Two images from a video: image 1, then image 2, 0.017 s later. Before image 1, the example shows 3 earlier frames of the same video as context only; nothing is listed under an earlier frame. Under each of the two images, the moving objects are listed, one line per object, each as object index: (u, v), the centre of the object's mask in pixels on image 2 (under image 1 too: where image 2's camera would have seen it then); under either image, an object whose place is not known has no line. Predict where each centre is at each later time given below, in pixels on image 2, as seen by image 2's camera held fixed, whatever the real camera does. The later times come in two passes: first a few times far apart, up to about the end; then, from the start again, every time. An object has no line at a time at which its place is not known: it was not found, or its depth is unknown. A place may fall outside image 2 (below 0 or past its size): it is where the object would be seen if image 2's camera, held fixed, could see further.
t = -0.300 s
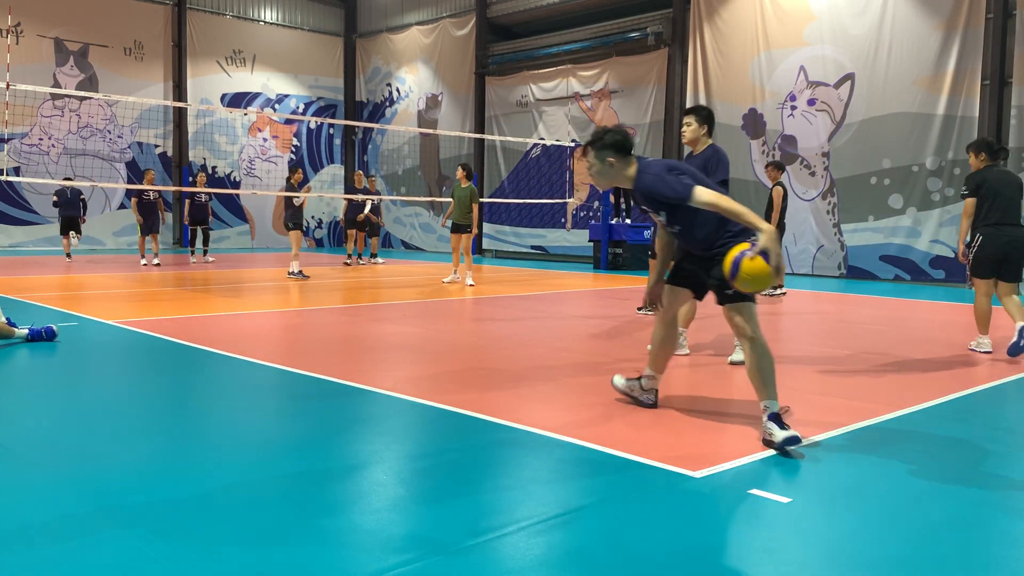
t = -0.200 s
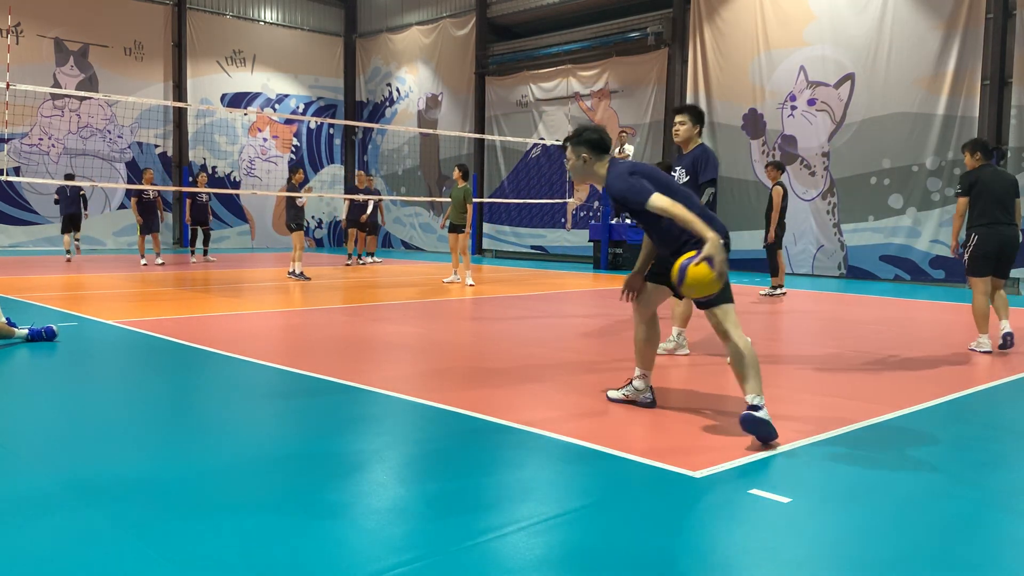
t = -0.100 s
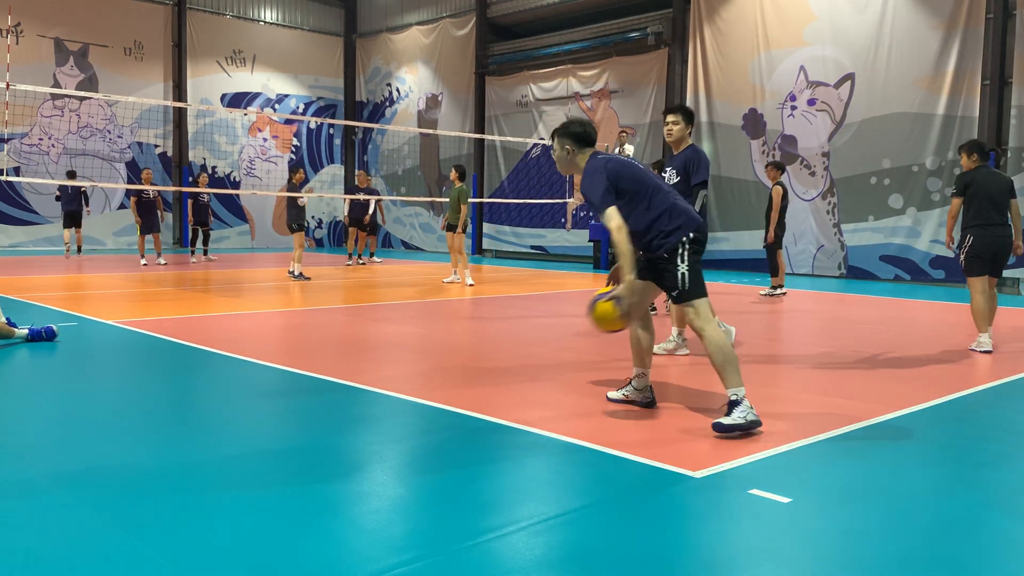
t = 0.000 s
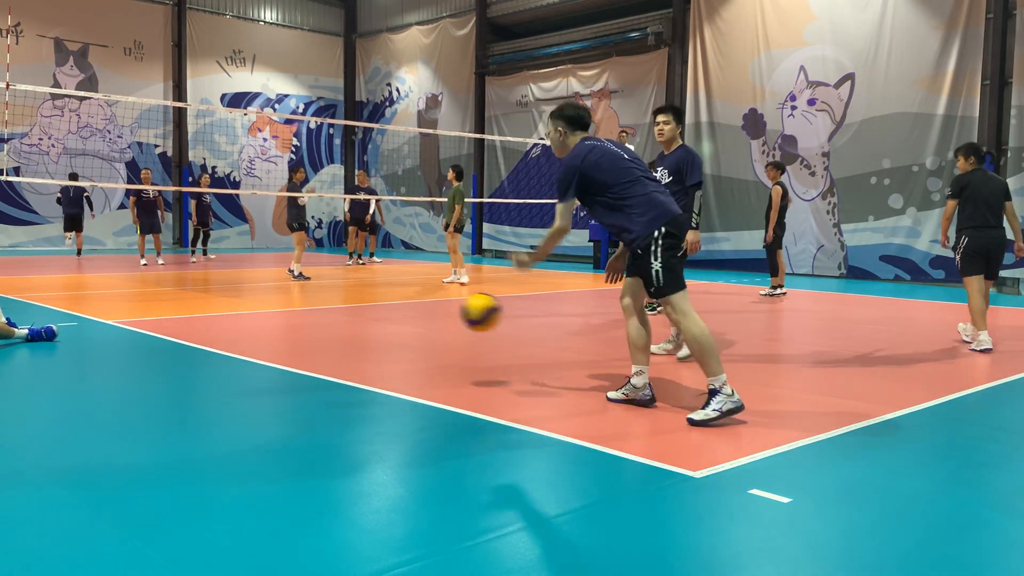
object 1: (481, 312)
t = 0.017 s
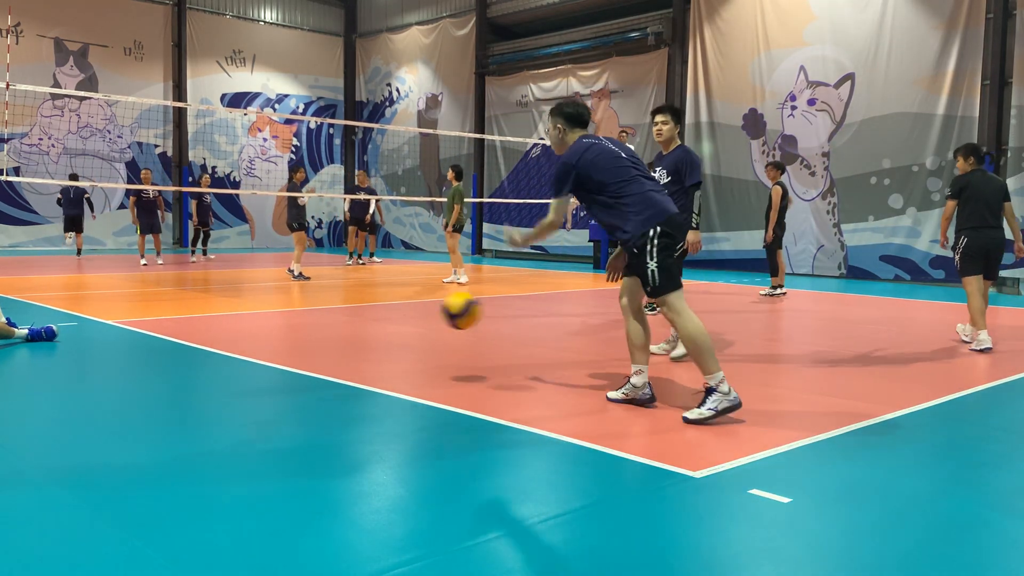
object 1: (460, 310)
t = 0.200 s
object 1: (298, 326)
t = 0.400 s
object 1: (222, 279)
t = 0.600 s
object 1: (169, 279)
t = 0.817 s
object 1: (127, 272)
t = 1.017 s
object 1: (96, 266)
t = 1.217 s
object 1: (71, 267)
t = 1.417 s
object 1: (49, 264)
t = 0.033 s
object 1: (442, 309)
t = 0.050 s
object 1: (424, 309)
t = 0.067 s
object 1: (407, 310)
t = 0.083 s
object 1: (391, 310)
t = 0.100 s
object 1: (376, 311)
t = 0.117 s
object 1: (362, 312)
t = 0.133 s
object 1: (348, 314)
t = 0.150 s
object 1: (335, 316)
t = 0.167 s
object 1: (321, 319)
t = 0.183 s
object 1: (309, 322)
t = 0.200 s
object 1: (298, 326)
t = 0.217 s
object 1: (287, 329)
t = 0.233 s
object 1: (280, 324)
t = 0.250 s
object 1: (273, 317)
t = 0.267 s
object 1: (267, 311)
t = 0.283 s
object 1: (261, 305)
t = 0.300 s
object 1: (254, 300)
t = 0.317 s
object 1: (249, 295)
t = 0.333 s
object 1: (243, 291)
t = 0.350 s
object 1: (238, 287)
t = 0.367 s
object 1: (233, 285)
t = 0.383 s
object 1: (227, 281)
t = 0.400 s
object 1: (222, 279)
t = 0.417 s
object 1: (217, 277)
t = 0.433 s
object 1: (212, 275)
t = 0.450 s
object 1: (208, 274)
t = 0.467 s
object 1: (203, 273)
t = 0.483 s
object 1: (198, 273)
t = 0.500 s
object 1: (194, 272)
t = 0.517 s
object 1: (190, 273)
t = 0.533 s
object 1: (186, 274)
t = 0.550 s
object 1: (182, 274)
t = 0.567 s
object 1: (178, 275)
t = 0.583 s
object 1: (173, 277)
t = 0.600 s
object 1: (169, 279)
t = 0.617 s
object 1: (166, 280)
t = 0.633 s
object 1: (163, 283)
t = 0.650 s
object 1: (159, 285)
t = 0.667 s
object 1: (155, 288)
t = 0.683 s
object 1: (152, 291)
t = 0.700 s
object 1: (149, 294)
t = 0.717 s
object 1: (145, 290)
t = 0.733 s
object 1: (142, 287)
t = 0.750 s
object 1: (138, 283)
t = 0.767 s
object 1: (135, 280)
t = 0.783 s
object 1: (132, 277)
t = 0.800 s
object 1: (129, 274)
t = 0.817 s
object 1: (127, 272)
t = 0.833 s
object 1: (124, 270)
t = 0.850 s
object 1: (121, 268)
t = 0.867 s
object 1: (118, 267)
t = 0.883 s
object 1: (115, 265)
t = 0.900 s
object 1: (112, 265)
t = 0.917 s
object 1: (110, 264)
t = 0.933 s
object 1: (108, 264)
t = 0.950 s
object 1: (105, 264)
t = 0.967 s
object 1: (102, 264)
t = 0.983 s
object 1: (100, 265)
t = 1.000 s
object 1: (98, 265)
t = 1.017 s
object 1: (96, 266)
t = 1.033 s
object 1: (94, 267)
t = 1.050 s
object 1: (91, 268)
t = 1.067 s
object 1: (89, 270)
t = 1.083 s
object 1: (86, 272)
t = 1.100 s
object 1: (85, 274)
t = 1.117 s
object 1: (83, 276)
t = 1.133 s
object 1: (81, 277)
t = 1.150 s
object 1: (79, 275)
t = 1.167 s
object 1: (76, 272)
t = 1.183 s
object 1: (74, 270)
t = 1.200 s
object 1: (72, 268)
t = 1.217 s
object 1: (71, 267)
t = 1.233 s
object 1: (69, 265)
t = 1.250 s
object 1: (67, 264)
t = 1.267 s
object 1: (65, 263)
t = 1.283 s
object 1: (63, 262)
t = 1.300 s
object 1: (61, 262)
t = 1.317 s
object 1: (59, 261)
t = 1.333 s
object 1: (58, 261)
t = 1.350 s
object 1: (56, 261)
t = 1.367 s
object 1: (54, 262)
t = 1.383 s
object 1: (52, 263)
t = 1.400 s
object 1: (50, 263)
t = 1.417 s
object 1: (49, 264)
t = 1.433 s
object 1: (47, 265)
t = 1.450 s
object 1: (46, 266)
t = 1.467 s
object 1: (44, 268)
